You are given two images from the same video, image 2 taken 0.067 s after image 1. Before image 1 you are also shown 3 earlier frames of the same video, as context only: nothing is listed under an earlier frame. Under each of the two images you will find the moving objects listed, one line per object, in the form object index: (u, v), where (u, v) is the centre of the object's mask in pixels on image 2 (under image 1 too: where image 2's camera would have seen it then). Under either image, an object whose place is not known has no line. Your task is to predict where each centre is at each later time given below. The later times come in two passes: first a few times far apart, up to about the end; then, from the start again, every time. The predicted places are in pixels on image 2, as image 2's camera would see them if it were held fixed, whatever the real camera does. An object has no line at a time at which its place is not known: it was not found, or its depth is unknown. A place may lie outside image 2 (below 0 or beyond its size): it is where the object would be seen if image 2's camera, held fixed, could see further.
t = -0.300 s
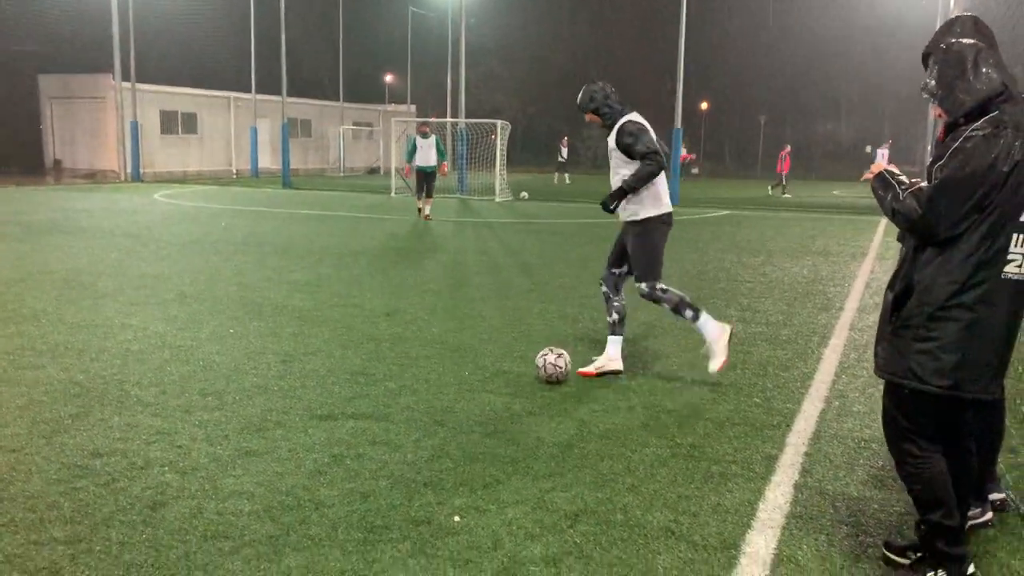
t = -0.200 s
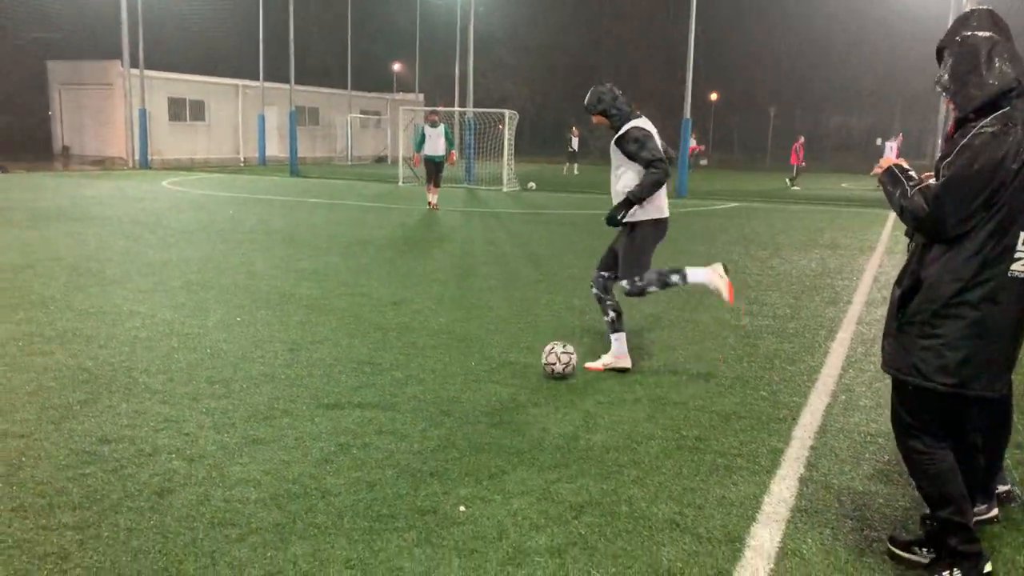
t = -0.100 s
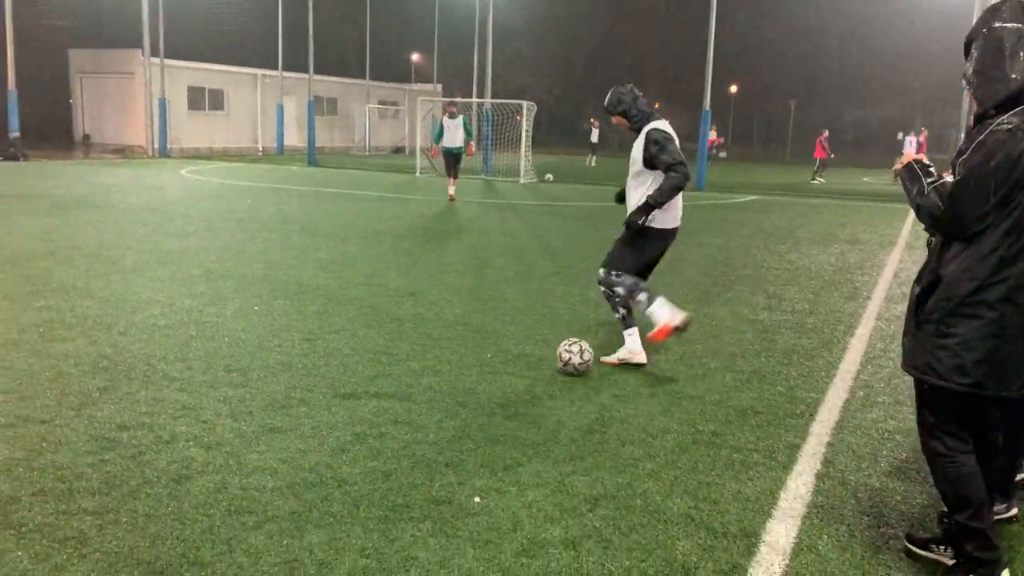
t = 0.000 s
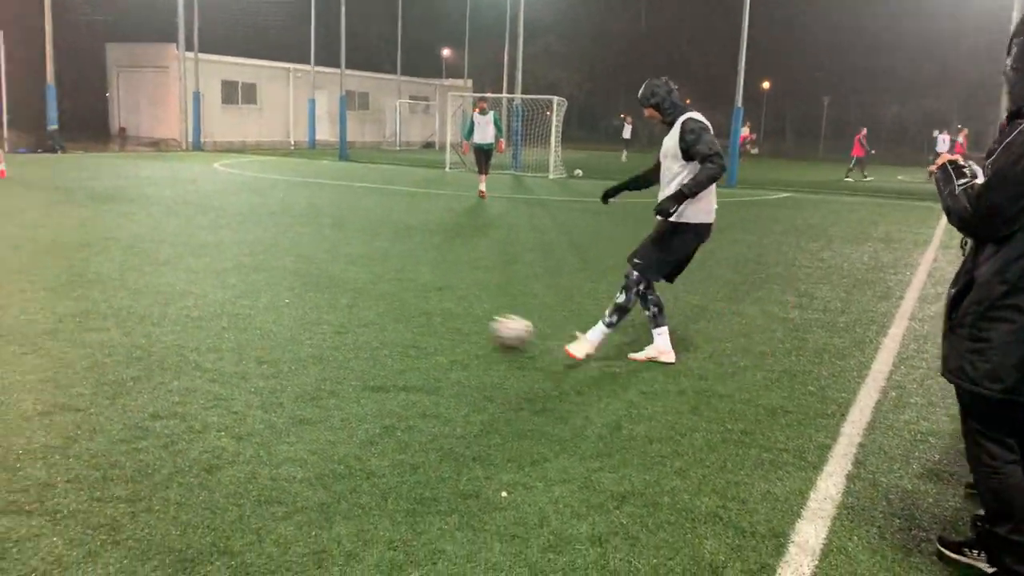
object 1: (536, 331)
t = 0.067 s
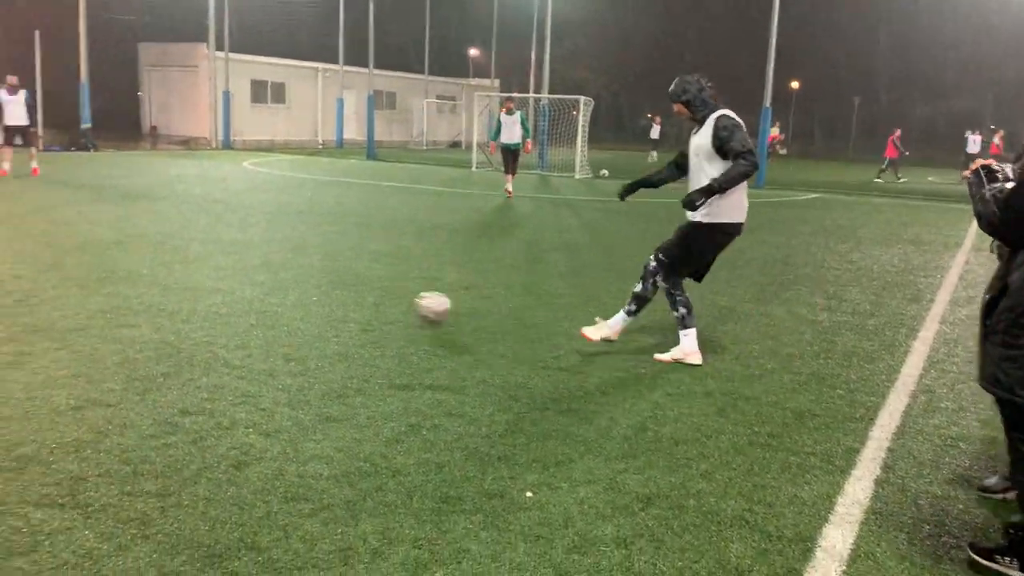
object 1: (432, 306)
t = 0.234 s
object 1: (240, 268)
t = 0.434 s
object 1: (87, 236)
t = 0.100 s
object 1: (387, 299)
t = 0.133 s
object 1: (346, 293)
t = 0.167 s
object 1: (307, 286)
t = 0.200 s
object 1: (272, 276)
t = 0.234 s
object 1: (240, 268)
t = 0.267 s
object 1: (210, 262)
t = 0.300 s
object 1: (182, 257)
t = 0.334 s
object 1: (156, 254)
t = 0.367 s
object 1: (132, 247)
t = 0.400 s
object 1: (109, 241)
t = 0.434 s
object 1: (87, 236)
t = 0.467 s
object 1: (67, 233)
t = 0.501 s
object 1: (48, 230)
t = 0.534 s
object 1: (30, 227)
